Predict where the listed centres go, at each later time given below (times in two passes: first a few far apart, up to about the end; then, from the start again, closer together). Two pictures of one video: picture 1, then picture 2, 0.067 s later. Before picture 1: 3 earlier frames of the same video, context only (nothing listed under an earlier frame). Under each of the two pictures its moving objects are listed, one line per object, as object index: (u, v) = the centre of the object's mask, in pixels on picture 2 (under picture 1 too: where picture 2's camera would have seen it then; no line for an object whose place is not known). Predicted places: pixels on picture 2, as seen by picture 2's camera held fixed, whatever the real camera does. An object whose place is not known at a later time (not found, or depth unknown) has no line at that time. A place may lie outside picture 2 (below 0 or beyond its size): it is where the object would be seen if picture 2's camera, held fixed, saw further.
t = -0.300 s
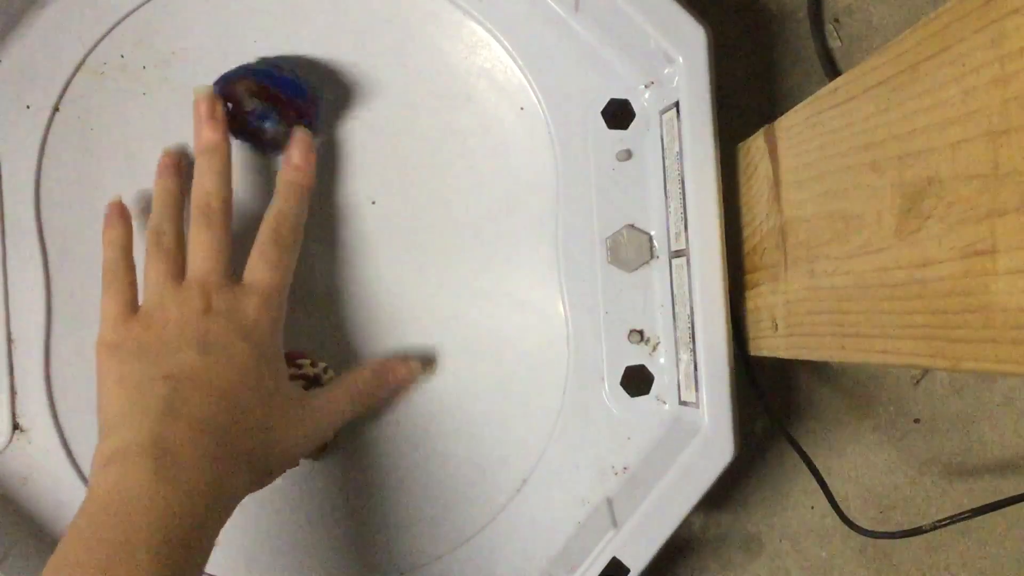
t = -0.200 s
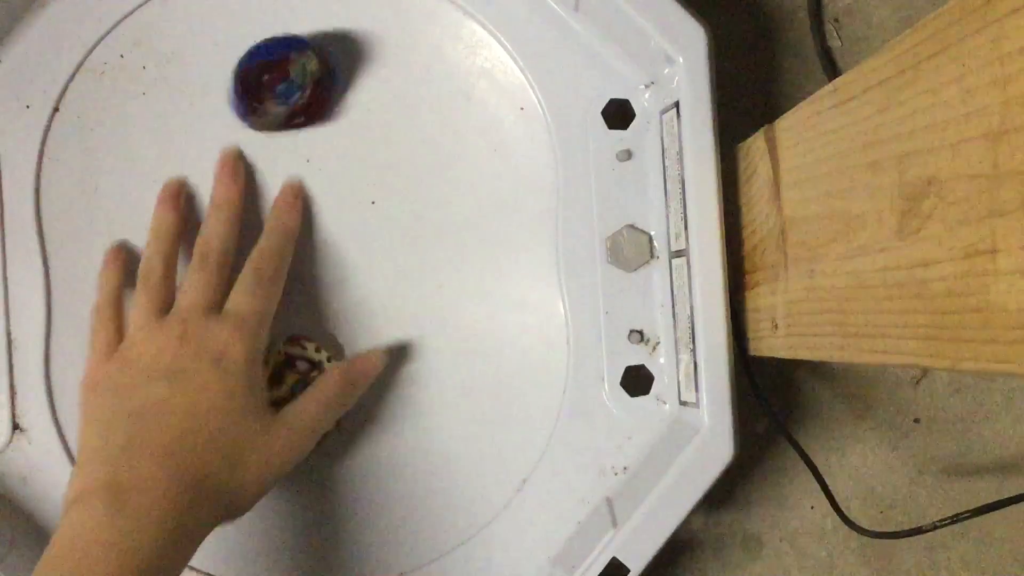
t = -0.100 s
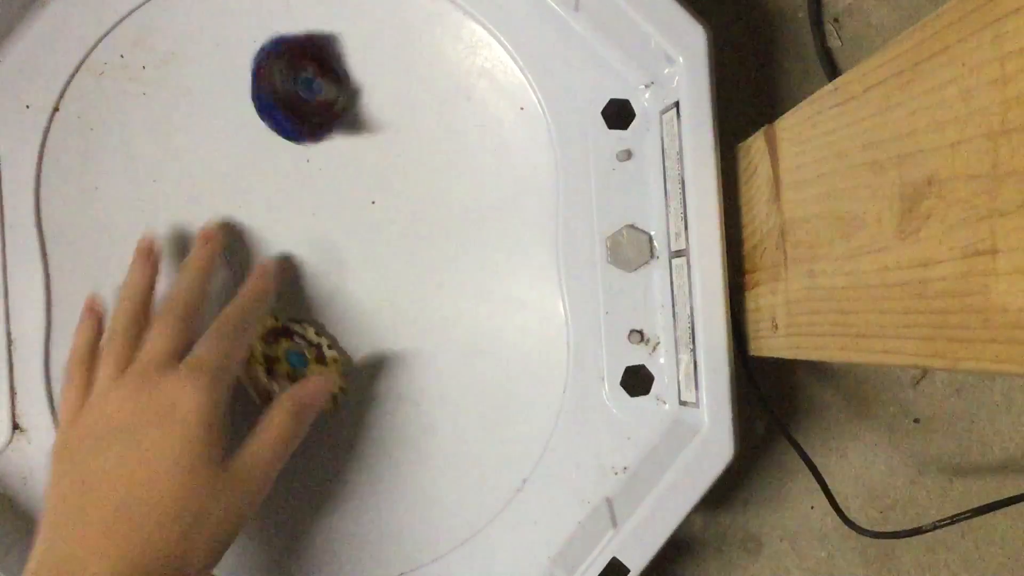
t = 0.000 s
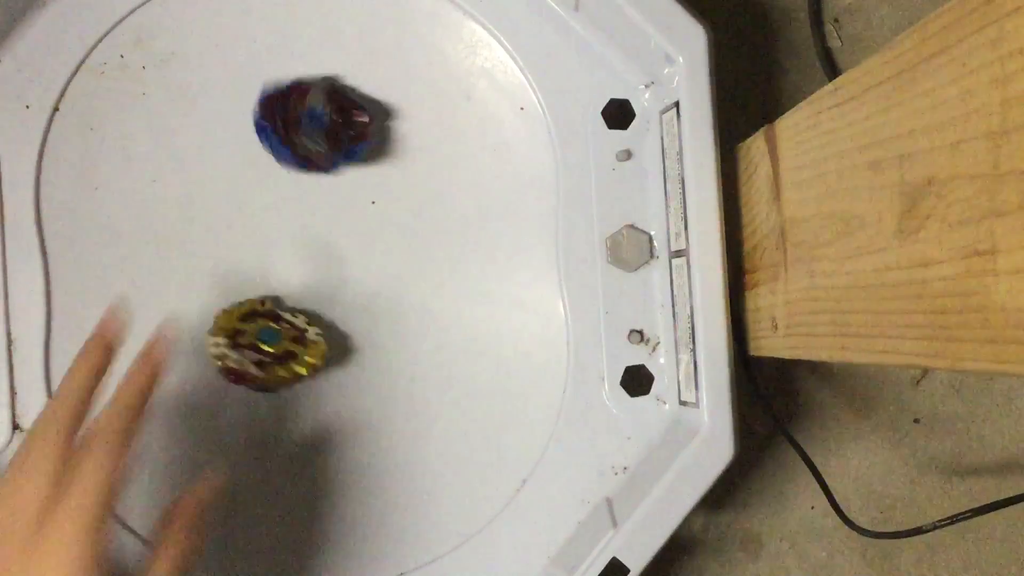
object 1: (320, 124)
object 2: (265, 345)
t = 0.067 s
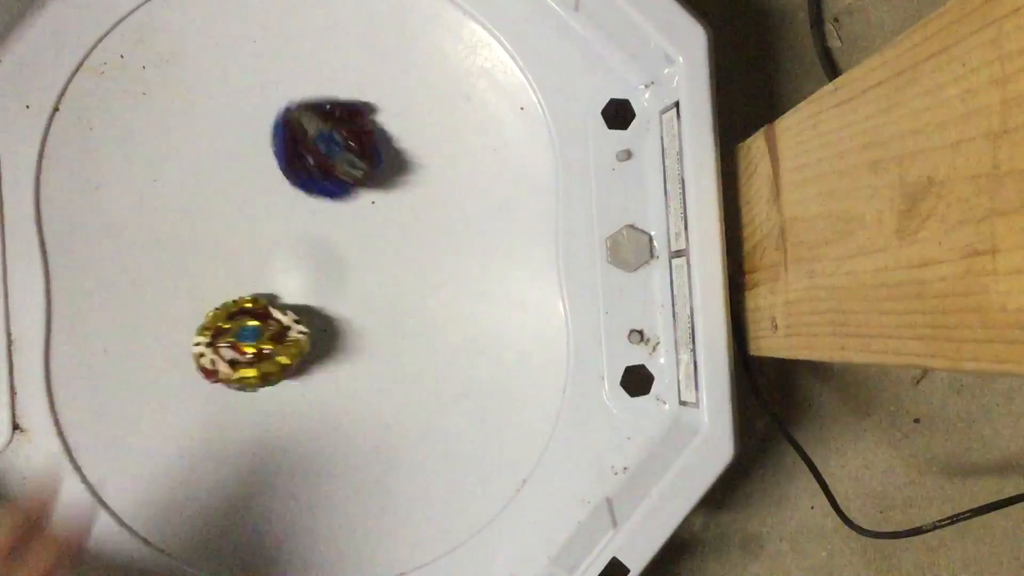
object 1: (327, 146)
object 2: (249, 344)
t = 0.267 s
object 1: (366, 211)
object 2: (255, 342)
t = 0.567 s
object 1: (363, 243)
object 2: (290, 356)
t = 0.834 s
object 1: (357, 239)
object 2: (279, 347)
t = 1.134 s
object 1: (358, 240)
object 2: (262, 339)
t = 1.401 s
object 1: (359, 240)
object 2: (267, 339)
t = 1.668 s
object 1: (359, 240)
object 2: (263, 339)
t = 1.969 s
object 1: (359, 240)
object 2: (269, 340)
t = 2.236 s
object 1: (359, 240)
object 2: (270, 340)
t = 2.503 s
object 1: (359, 240)
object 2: (271, 340)
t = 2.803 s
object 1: (359, 240)
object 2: (271, 341)
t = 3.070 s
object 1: (359, 239)
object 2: (272, 338)
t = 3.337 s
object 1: (359, 239)
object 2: (272, 337)
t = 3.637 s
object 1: (359, 239)
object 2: (272, 337)
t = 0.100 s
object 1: (333, 158)
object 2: (244, 345)
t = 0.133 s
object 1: (340, 169)
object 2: (242, 346)
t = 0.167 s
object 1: (349, 182)
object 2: (244, 345)
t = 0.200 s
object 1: (357, 194)
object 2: (247, 343)
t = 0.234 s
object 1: (362, 204)
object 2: (251, 342)
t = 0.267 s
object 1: (366, 211)
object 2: (255, 342)
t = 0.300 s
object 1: (368, 217)
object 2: (261, 341)
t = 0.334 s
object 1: (371, 222)
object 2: (268, 341)
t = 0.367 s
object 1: (374, 229)
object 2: (273, 344)
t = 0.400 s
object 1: (375, 238)
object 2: (277, 346)
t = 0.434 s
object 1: (371, 250)
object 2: (281, 349)
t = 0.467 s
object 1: (370, 254)
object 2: (285, 351)
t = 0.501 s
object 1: (368, 253)
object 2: (288, 354)
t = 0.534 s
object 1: (366, 249)
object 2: (289, 355)
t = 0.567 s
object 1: (363, 243)
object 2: (290, 356)
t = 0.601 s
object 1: (363, 238)
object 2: (290, 356)
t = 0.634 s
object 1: (357, 238)
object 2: (290, 355)
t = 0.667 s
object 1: (357, 238)
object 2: (289, 354)
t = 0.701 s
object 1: (357, 238)
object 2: (286, 352)
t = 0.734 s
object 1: (356, 238)
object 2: (284, 350)
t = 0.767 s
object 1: (357, 238)
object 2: (282, 348)
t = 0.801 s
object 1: (357, 239)
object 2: (280, 347)
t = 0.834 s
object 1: (357, 239)
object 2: (279, 347)
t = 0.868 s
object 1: (357, 239)
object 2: (277, 346)
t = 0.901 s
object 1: (358, 240)
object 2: (275, 344)
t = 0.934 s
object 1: (358, 240)
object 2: (272, 342)
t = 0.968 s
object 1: (358, 239)
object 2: (268, 340)
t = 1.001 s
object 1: (358, 239)
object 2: (264, 339)
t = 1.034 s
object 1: (358, 240)
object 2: (261, 339)
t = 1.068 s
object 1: (358, 240)
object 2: (259, 340)
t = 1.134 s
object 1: (358, 240)
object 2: (262, 339)
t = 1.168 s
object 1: (358, 240)
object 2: (266, 339)
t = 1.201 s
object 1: (358, 240)
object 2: (269, 340)
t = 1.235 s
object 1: (358, 240)
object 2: (272, 341)
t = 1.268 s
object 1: (358, 240)
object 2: (273, 342)
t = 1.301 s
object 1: (358, 240)
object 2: (273, 342)
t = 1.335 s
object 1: (358, 240)
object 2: (271, 341)
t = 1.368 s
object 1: (358, 240)
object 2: (269, 340)
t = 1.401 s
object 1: (359, 240)
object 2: (267, 339)
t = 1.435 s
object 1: (358, 240)
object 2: (265, 339)
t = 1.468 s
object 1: (359, 240)
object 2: (263, 339)
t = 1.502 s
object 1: (359, 240)
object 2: (262, 339)
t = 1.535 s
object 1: (359, 240)
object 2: (262, 339)
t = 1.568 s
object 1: (358, 240)
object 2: (261, 339)
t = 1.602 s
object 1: (359, 240)
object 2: (261, 339)
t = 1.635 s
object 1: (359, 240)
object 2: (262, 339)
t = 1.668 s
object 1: (359, 240)
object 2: (263, 339)
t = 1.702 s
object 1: (359, 240)
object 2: (264, 339)
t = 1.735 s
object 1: (359, 240)
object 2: (266, 339)
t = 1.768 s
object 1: (359, 240)
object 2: (268, 339)
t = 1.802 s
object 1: (359, 240)
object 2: (270, 339)
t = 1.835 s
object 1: (359, 240)
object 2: (271, 340)
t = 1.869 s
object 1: (359, 240)
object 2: (272, 341)
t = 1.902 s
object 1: (359, 240)
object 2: (271, 340)
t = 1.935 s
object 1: (359, 240)
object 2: (270, 340)
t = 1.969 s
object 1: (359, 240)
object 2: (269, 340)
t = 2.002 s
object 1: (359, 240)
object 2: (269, 339)
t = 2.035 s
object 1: (359, 240)
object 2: (269, 340)
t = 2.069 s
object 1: (359, 240)
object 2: (268, 339)
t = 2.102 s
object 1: (359, 240)
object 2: (268, 339)
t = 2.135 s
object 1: (359, 240)
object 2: (269, 340)
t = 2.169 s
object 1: (359, 240)
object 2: (269, 340)
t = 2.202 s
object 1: (359, 240)
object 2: (269, 340)
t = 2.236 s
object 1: (359, 240)
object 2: (270, 340)
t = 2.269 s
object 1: (359, 240)
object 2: (271, 341)
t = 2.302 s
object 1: (359, 240)
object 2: (271, 341)
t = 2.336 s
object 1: (359, 240)
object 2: (271, 340)
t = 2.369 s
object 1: (359, 240)
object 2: (271, 340)
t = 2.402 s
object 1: (359, 240)
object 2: (271, 340)
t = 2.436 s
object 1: (359, 240)
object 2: (271, 340)
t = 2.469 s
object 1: (359, 240)
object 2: (271, 340)
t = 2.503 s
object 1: (359, 240)
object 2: (271, 340)
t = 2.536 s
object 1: (359, 240)
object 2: (271, 341)
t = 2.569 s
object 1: (359, 240)
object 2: (271, 340)
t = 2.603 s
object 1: (359, 240)
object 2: (271, 341)
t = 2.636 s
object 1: (358, 240)
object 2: (271, 341)
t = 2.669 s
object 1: (359, 240)
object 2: (271, 341)
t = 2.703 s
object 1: (359, 240)
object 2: (271, 340)
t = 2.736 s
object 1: (359, 240)
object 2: (271, 340)
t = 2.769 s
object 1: (359, 240)
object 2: (271, 341)
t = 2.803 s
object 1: (359, 240)
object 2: (271, 341)
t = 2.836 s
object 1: (359, 239)
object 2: (271, 340)
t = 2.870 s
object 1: (358, 239)
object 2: (271, 340)
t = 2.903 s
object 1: (358, 239)
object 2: (271, 340)
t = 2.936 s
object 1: (359, 239)
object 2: (271, 340)
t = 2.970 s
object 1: (359, 239)
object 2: (271, 340)
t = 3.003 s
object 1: (359, 239)
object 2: (271, 340)
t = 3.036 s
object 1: (359, 239)
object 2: (271, 340)
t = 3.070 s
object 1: (359, 239)
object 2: (272, 338)
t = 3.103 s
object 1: (359, 239)
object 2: (272, 338)
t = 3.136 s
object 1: (359, 239)
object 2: (272, 337)
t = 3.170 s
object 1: (359, 239)
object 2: (272, 337)
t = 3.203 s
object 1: (359, 239)
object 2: (272, 337)
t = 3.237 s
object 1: (359, 239)
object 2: (272, 337)
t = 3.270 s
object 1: (359, 239)
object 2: (272, 337)
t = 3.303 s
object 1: (359, 239)
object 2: (272, 337)
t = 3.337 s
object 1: (359, 239)
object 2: (272, 337)
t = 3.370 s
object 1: (359, 239)
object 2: (272, 337)
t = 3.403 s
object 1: (358, 239)
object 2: (272, 337)
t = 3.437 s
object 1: (359, 239)
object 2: (272, 337)
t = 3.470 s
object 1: (359, 239)
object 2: (272, 337)
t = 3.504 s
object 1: (359, 239)
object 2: (272, 338)
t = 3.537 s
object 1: (359, 239)
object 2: (272, 337)
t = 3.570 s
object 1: (359, 239)
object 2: (272, 337)
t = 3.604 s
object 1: (359, 239)
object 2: (272, 337)
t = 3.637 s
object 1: (359, 239)
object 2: (272, 337)
